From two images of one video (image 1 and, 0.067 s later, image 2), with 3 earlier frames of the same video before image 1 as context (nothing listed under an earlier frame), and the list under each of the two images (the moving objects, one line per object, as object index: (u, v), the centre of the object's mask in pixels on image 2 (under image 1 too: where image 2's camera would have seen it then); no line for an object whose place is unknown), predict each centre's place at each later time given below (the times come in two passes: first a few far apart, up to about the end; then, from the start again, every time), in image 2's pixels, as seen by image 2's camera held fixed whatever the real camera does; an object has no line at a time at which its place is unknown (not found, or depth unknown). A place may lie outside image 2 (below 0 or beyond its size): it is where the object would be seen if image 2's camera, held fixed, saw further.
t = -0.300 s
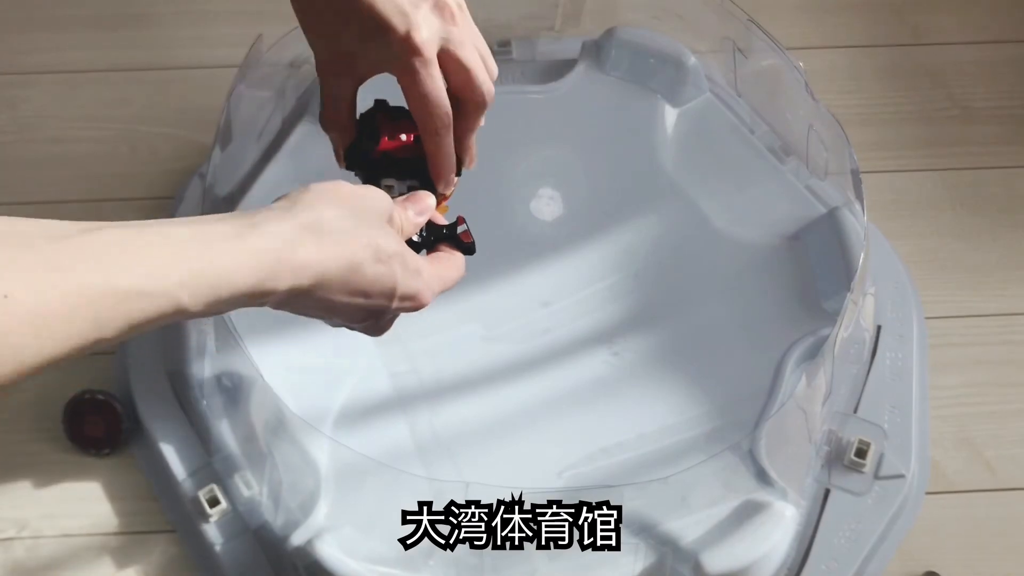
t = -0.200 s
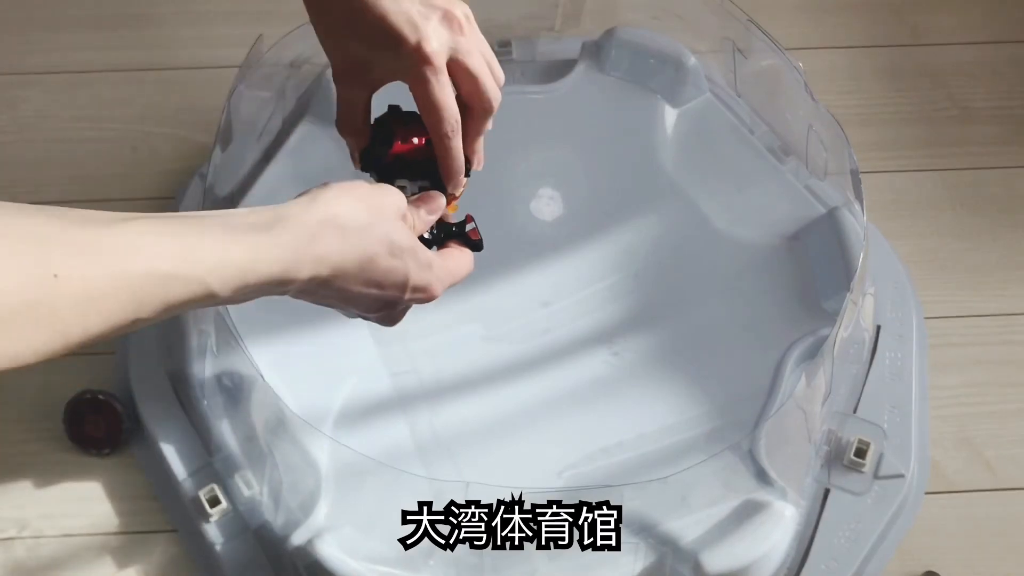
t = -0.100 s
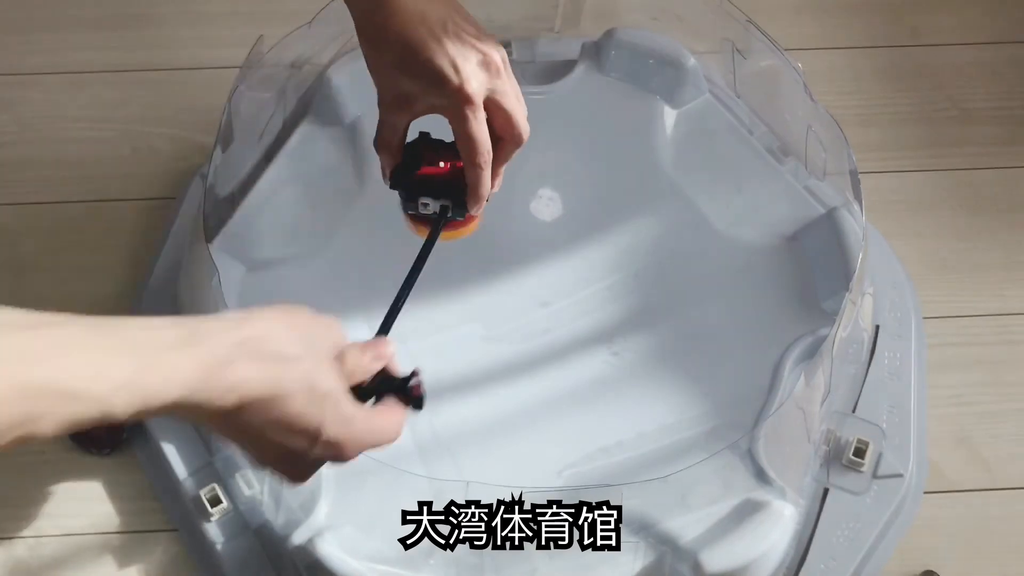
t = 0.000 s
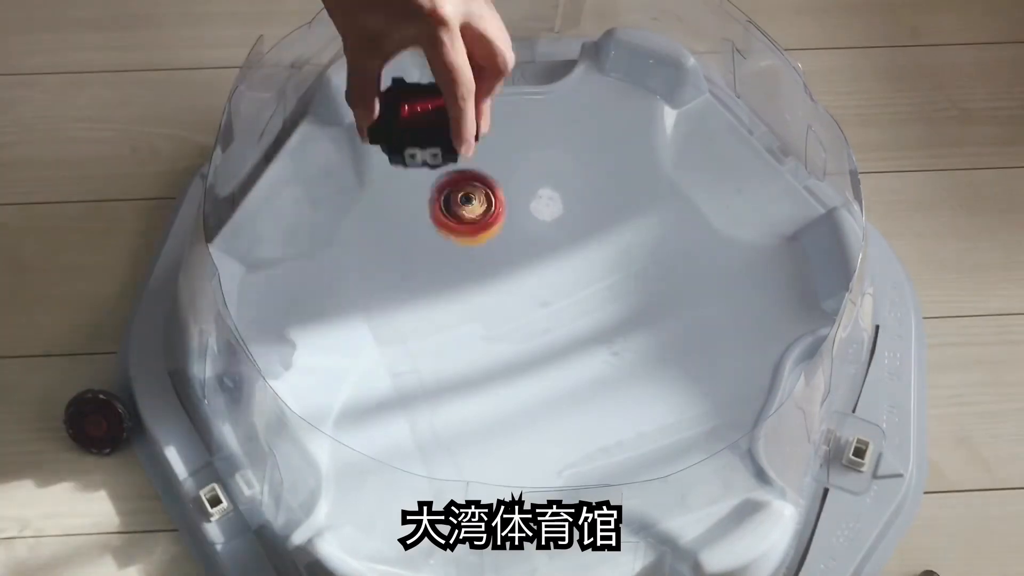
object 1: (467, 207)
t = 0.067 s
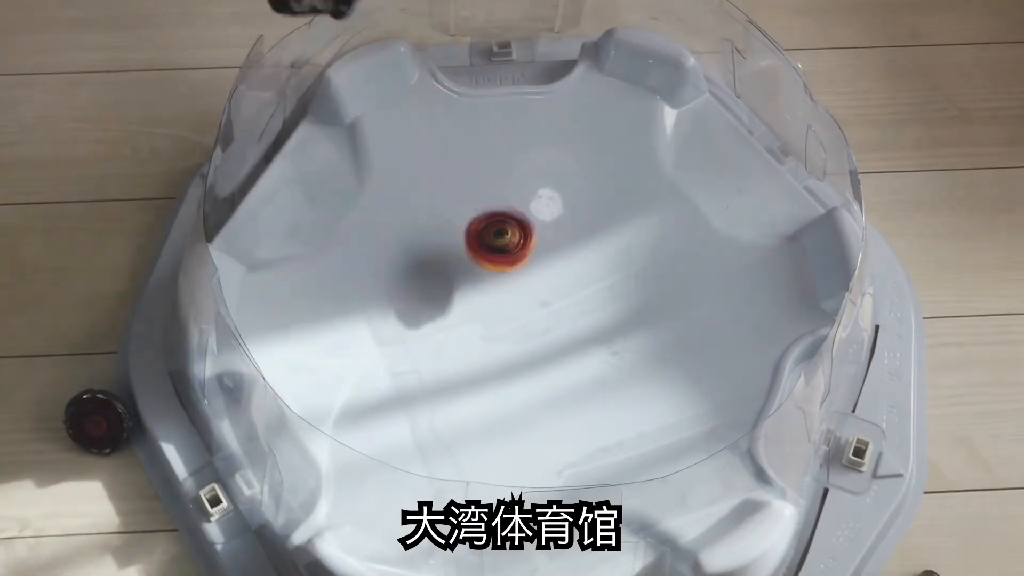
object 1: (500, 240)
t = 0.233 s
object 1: (507, 241)
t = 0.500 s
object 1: (501, 325)
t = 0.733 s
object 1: (634, 294)
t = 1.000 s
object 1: (541, 121)
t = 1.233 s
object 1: (294, 197)
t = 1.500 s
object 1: (390, 301)
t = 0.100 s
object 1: (506, 243)
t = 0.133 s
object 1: (507, 233)
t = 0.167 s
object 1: (507, 229)
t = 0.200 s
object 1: (507, 231)
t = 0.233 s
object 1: (507, 241)
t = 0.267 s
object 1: (505, 250)
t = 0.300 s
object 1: (499, 254)
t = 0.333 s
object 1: (493, 266)
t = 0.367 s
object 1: (489, 275)
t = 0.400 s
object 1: (486, 287)
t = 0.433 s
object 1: (486, 300)
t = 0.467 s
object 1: (492, 313)
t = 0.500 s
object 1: (501, 325)
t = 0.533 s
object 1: (515, 335)
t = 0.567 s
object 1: (533, 341)
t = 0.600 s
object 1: (553, 342)
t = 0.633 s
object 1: (575, 339)
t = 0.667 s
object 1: (598, 330)
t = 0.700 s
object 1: (619, 314)
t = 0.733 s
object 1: (634, 294)
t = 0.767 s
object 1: (645, 270)
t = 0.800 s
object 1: (649, 245)
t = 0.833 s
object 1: (645, 219)
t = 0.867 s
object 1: (636, 194)
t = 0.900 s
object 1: (620, 171)
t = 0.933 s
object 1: (599, 150)
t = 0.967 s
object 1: (572, 133)
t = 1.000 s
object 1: (541, 121)
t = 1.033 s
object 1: (506, 114)
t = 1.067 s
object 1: (469, 113)
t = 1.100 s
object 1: (429, 119)
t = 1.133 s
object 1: (392, 132)
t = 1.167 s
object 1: (354, 152)
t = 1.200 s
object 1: (322, 174)
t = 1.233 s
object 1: (294, 197)
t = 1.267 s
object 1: (273, 219)
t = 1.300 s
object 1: (263, 236)
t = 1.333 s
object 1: (274, 242)
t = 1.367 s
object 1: (290, 252)
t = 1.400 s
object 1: (311, 259)
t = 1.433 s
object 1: (333, 270)
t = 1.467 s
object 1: (361, 284)
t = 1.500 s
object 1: (390, 301)
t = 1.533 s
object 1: (424, 322)
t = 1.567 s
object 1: (463, 342)
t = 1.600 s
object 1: (510, 359)
